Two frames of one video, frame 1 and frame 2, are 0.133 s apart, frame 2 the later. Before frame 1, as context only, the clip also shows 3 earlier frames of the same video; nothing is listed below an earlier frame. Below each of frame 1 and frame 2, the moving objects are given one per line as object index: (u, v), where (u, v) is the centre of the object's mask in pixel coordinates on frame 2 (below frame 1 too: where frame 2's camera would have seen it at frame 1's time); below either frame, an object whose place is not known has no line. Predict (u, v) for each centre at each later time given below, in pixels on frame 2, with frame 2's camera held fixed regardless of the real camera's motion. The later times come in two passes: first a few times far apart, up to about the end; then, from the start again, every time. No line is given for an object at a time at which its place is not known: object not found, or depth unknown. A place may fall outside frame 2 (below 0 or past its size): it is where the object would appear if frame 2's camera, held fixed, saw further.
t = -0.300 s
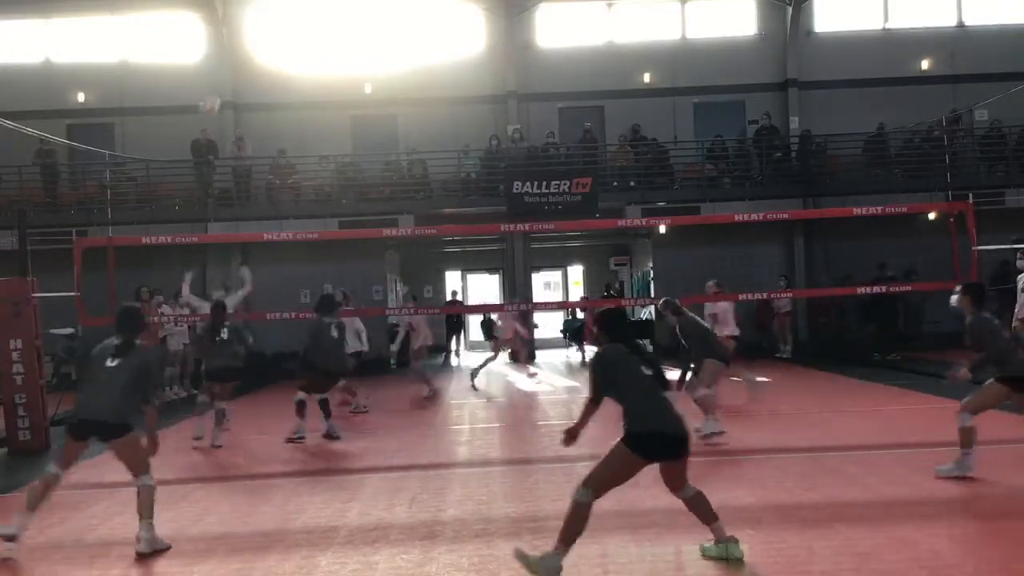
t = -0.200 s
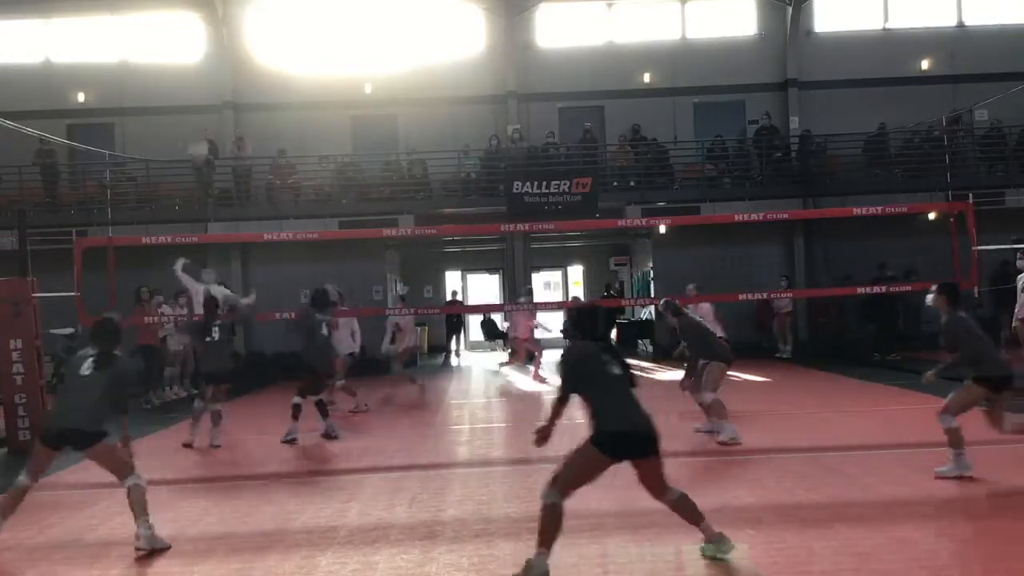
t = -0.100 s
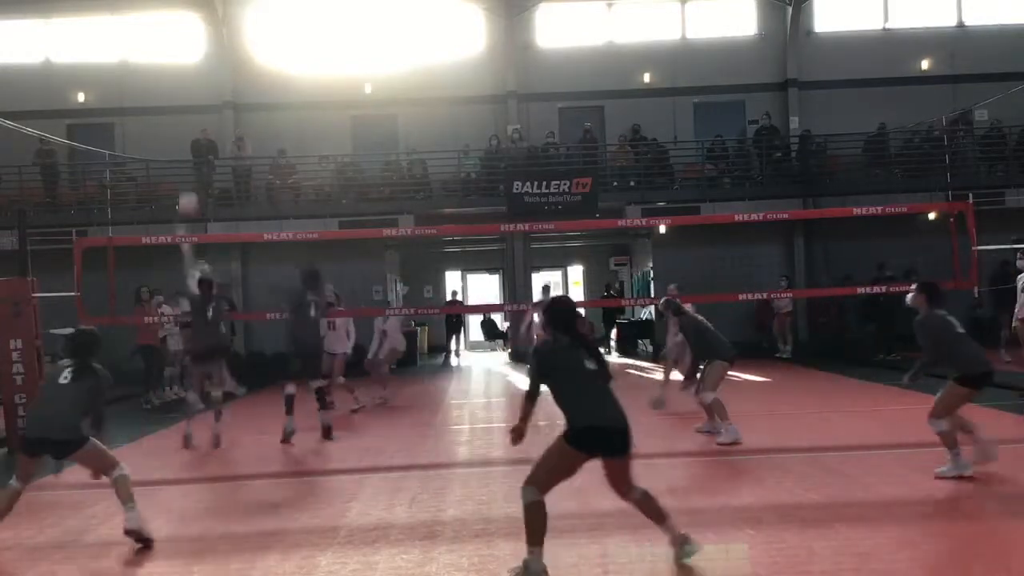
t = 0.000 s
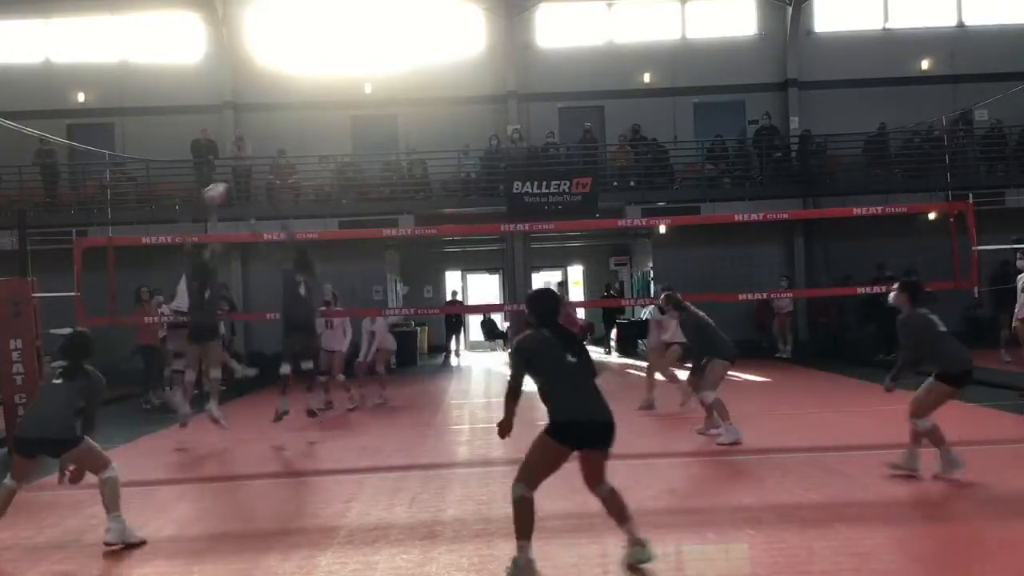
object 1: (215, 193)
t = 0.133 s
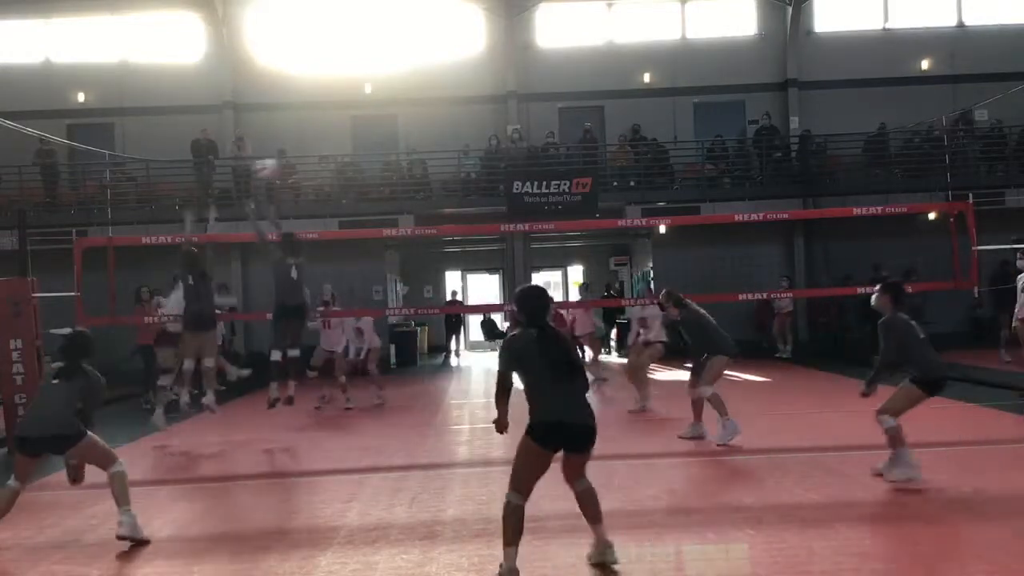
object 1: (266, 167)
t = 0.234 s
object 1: (307, 160)
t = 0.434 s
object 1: (401, 174)
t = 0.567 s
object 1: (473, 214)
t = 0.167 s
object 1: (280, 166)
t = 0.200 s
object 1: (293, 161)
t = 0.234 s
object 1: (307, 160)
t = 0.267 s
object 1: (320, 158)
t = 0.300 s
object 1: (335, 160)
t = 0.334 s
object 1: (351, 160)
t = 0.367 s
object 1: (369, 163)
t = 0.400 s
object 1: (386, 168)
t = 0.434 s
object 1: (401, 174)
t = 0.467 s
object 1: (419, 183)
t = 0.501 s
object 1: (436, 191)
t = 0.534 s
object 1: (456, 202)
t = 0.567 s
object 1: (473, 214)
